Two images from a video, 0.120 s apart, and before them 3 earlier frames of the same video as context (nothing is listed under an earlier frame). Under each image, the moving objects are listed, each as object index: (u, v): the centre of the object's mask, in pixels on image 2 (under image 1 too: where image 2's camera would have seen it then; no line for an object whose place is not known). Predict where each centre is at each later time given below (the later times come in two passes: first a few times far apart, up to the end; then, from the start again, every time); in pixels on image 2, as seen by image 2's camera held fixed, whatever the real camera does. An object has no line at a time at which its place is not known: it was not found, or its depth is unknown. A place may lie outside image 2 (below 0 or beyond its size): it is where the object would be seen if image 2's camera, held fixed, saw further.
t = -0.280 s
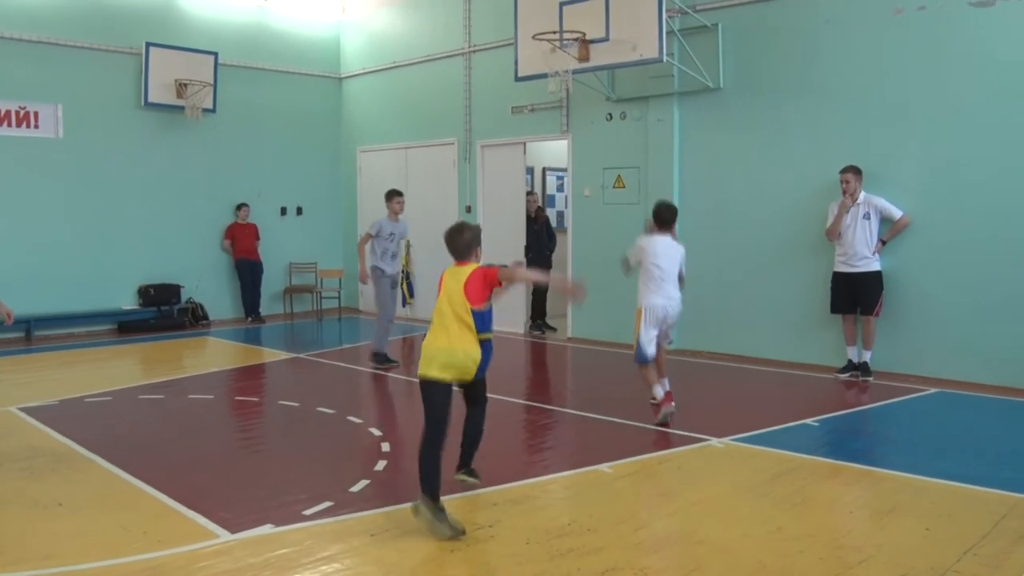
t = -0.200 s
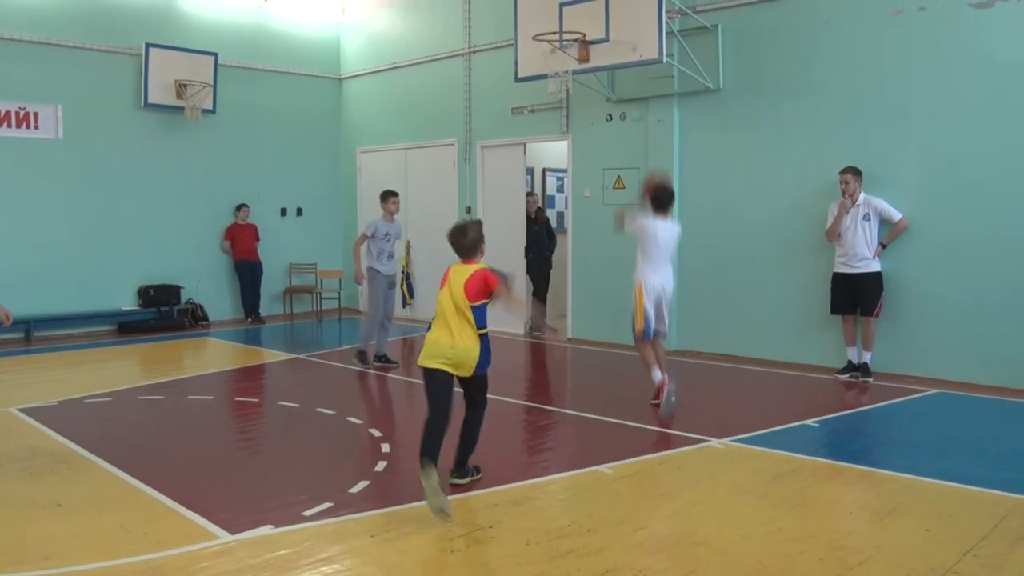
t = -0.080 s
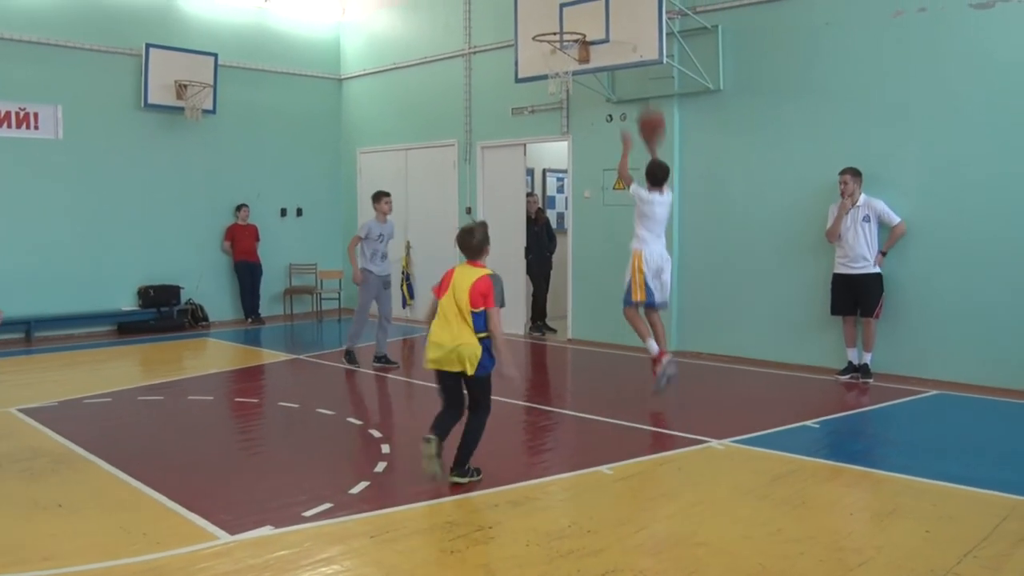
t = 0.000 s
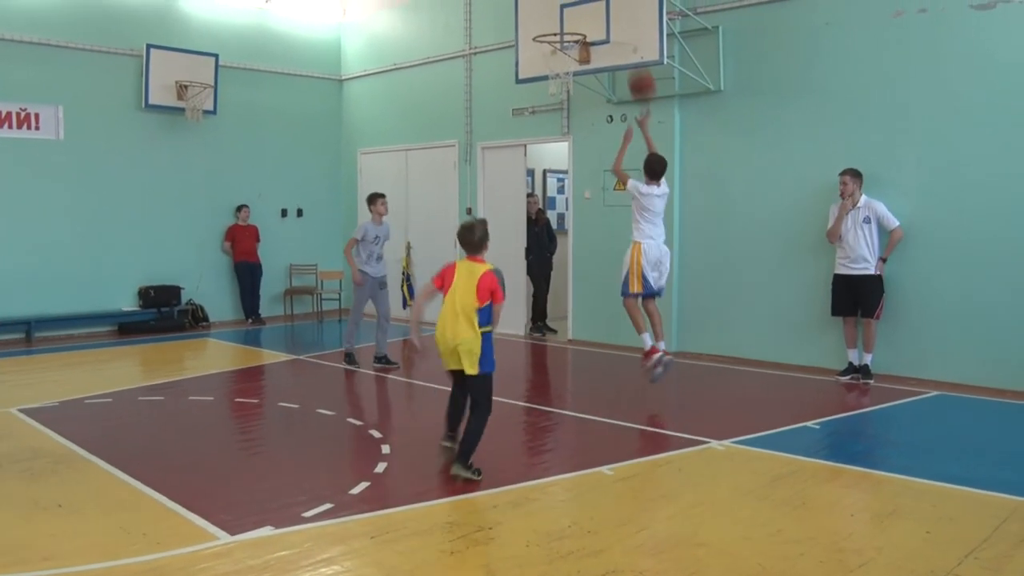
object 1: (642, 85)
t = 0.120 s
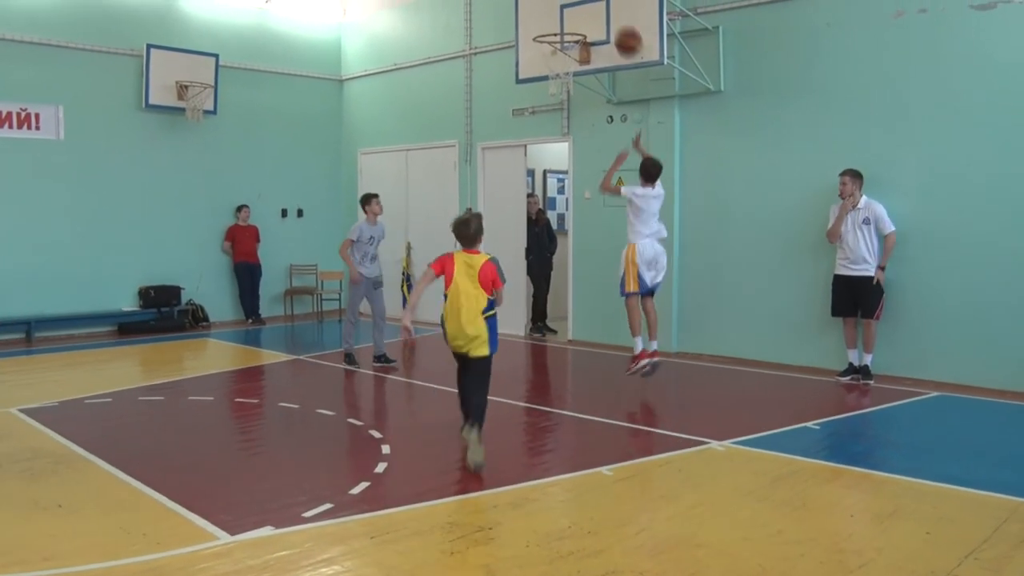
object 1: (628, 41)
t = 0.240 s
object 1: (616, 18)
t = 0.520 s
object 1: (562, 28)
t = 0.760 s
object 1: (555, 71)
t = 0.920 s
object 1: (571, 111)
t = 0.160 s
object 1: (624, 32)
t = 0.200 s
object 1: (620, 23)
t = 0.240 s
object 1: (616, 18)
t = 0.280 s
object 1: (612, 14)
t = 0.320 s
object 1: (606, 12)
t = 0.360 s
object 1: (596, 11)
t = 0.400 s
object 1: (588, 14)
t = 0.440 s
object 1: (579, 17)
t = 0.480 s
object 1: (570, 21)
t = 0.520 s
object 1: (562, 28)
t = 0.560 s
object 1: (552, 36)
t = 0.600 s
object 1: (546, 46)
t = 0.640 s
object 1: (545, 58)
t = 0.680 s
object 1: (547, 62)
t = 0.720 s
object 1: (551, 65)
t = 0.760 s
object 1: (555, 71)
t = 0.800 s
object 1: (559, 79)
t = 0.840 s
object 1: (563, 88)
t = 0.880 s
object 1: (567, 98)
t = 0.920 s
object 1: (571, 111)
